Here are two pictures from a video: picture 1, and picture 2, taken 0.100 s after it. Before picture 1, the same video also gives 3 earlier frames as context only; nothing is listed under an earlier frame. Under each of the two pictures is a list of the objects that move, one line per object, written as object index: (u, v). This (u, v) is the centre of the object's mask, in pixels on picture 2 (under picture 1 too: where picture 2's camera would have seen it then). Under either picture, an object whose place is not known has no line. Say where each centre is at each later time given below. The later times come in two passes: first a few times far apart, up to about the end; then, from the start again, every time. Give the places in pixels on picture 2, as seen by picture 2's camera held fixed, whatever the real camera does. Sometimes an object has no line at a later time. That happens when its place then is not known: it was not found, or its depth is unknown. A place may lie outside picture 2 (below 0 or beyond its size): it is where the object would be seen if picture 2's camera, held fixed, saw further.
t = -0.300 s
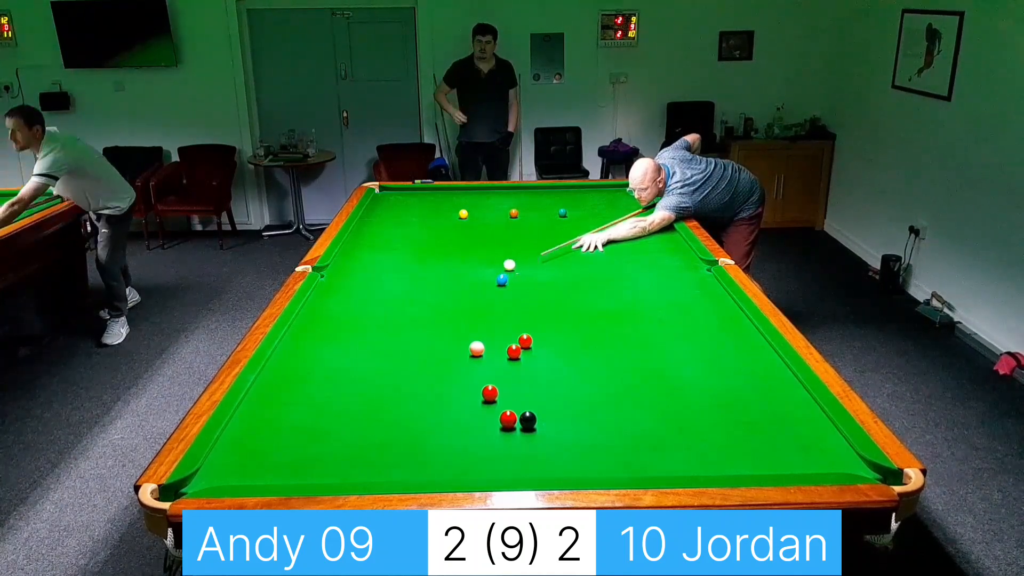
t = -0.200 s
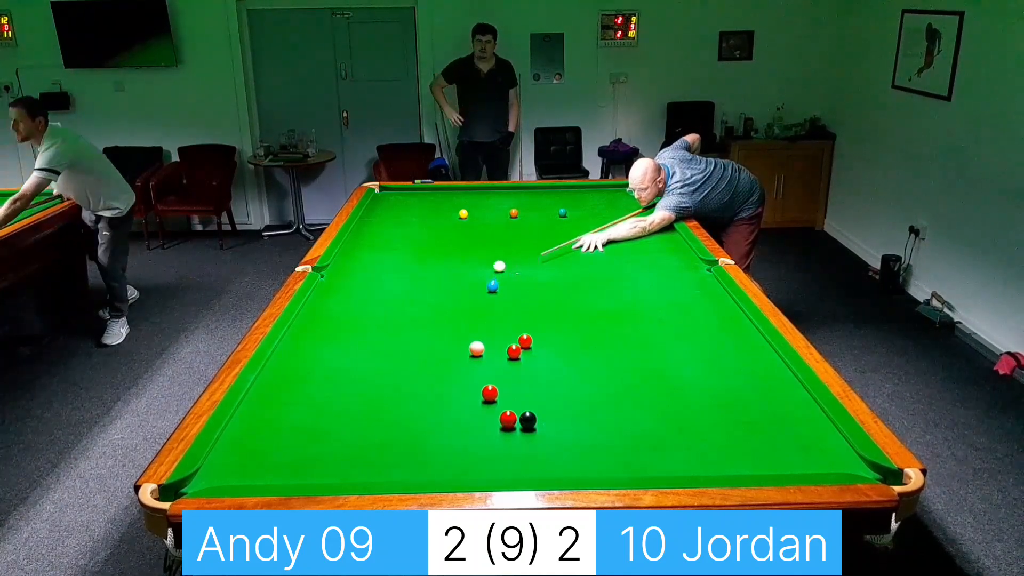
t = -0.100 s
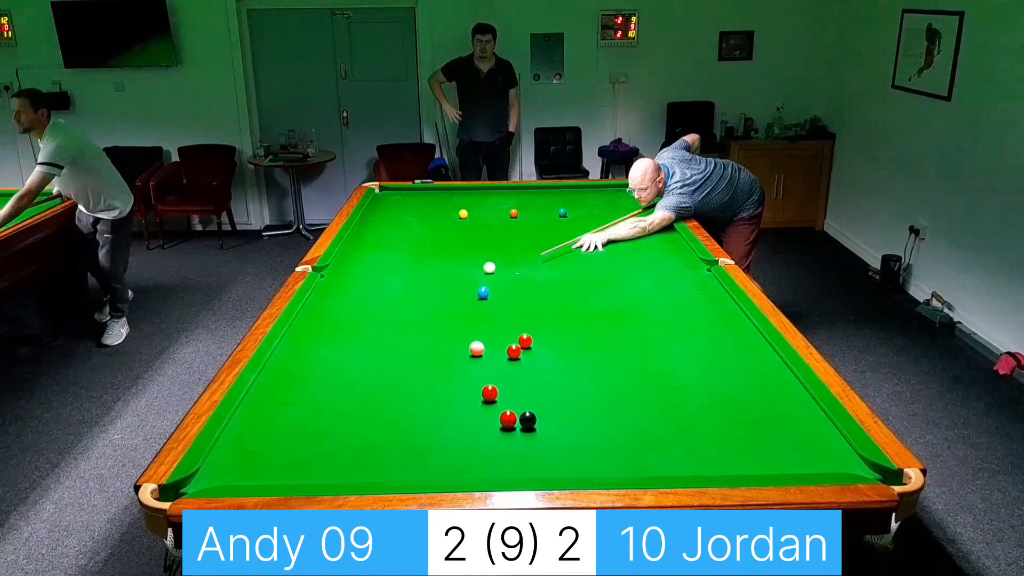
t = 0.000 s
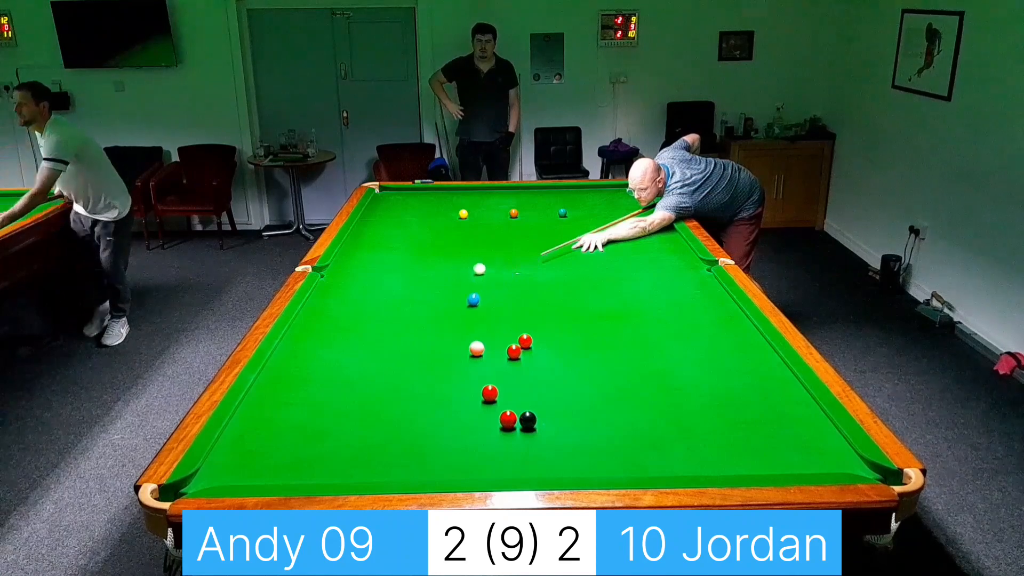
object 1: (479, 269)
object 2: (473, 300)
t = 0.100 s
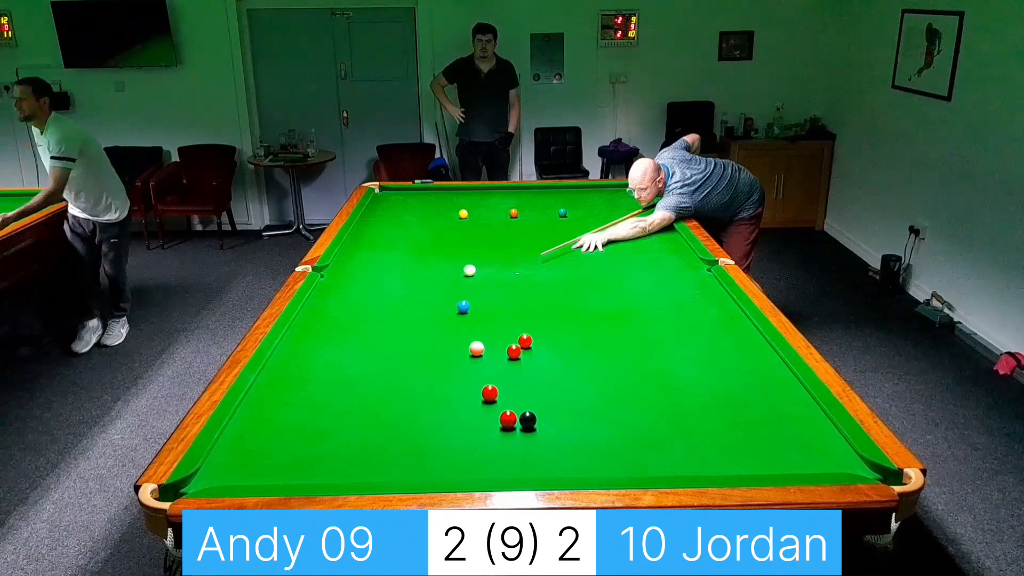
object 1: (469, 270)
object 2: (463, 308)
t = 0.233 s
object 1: (456, 272)
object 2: (449, 318)
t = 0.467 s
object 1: (434, 275)
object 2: (423, 336)
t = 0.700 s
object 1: (412, 278)
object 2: (394, 357)
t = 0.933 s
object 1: (391, 280)
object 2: (362, 379)
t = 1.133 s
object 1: (373, 283)
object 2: (332, 400)
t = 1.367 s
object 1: (353, 285)
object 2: (293, 427)
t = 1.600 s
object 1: (333, 287)
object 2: (251, 457)
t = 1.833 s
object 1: (322, 290)
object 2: (207, 482)
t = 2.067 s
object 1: (331, 290)
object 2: (204, 481)
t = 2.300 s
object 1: (339, 291)
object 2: (220, 480)
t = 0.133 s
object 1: (466, 271)
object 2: (459, 310)
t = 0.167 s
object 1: (463, 271)
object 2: (456, 313)
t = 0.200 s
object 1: (460, 271)
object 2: (452, 315)
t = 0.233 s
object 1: (456, 272)
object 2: (449, 318)
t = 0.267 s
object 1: (453, 272)
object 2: (446, 320)
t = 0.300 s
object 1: (450, 273)
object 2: (442, 323)
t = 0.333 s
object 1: (447, 273)
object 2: (438, 325)
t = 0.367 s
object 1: (443, 274)
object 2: (434, 328)
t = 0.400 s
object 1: (440, 274)
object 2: (430, 331)
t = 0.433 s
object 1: (437, 274)
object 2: (426, 333)
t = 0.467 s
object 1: (434, 275)
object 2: (423, 336)
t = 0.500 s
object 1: (431, 275)
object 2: (418, 339)
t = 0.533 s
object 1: (427, 276)
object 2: (414, 342)
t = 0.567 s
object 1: (424, 276)
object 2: (411, 345)
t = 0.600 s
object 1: (421, 277)
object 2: (406, 348)
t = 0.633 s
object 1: (418, 277)
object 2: (402, 351)
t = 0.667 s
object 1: (415, 277)
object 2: (398, 354)
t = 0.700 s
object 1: (412, 278)
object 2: (394, 357)
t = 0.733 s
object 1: (409, 278)
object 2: (389, 360)
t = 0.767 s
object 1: (406, 278)
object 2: (385, 363)
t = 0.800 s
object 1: (403, 279)
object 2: (380, 366)
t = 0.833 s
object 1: (400, 279)
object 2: (376, 369)
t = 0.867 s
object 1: (397, 280)
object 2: (371, 373)
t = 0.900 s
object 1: (394, 280)
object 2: (367, 376)
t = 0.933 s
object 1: (391, 280)
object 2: (362, 379)
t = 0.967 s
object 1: (388, 281)
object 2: (357, 382)
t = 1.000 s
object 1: (385, 281)
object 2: (352, 386)
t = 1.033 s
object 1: (382, 281)
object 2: (347, 389)
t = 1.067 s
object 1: (379, 282)
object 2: (342, 393)
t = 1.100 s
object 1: (376, 282)
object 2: (337, 396)
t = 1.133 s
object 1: (373, 283)
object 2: (332, 400)
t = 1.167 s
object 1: (370, 283)
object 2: (327, 404)
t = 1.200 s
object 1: (367, 283)
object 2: (321, 408)
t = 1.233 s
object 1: (364, 284)
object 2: (316, 411)
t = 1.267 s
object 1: (361, 284)
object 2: (310, 415)
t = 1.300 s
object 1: (358, 284)
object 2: (305, 419)
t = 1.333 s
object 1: (355, 285)
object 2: (299, 423)
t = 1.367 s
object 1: (353, 285)
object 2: (293, 427)
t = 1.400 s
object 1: (350, 285)
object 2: (288, 431)
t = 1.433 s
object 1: (347, 286)
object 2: (282, 435)
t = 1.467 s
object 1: (344, 286)
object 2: (276, 440)
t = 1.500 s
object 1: (342, 287)
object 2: (270, 444)
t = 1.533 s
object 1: (339, 287)
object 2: (264, 448)
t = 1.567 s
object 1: (336, 287)
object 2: (257, 453)
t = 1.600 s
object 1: (333, 287)
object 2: (251, 457)
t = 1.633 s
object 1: (330, 288)
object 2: (245, 462)
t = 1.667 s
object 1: (328, 288)
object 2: (238, 466)
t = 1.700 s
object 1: (325, 288)
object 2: (232, 470)
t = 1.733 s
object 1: (322, 289)
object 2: (225, 475)
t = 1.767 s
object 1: (320, 289)
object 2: (219, 478)
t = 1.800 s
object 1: (321, 289)
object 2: (212, 481)
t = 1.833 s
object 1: (322, 290)
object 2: (207, 482)
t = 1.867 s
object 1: (323, 290)
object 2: (202, 482)
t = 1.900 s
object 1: (325, 290)
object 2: (198, 481)
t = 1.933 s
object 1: (326, 290)
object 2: (194, 482)
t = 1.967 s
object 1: (327, 290)
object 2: (196, 481)
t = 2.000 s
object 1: (328, 290)
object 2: (199, 481)
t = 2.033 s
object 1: (330, 290)
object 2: (202, 481)
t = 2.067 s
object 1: (331, 290)
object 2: (204, 481)
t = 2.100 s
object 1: (332, 291)
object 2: (207, 481)
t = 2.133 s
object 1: (333, 291)
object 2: (210, 481)
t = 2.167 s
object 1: (334, 291)
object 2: (212, 481)
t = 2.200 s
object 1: (336, 291)
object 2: (215, 481)
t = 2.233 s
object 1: (337, 291)
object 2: (217, 481)
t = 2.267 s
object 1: (338, 291)
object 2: (218, 480)
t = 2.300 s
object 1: (339, 291)
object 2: (220, 480)
